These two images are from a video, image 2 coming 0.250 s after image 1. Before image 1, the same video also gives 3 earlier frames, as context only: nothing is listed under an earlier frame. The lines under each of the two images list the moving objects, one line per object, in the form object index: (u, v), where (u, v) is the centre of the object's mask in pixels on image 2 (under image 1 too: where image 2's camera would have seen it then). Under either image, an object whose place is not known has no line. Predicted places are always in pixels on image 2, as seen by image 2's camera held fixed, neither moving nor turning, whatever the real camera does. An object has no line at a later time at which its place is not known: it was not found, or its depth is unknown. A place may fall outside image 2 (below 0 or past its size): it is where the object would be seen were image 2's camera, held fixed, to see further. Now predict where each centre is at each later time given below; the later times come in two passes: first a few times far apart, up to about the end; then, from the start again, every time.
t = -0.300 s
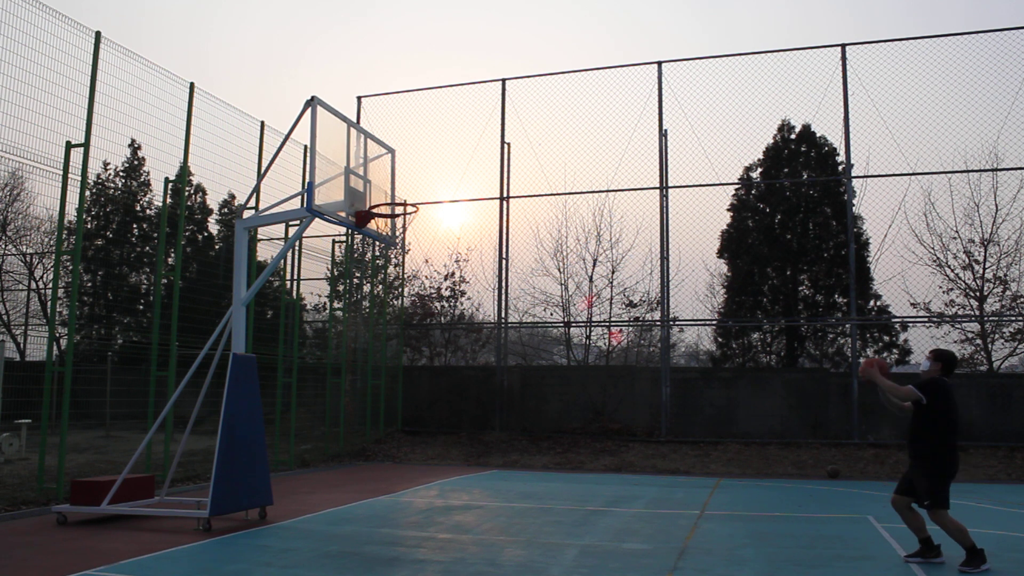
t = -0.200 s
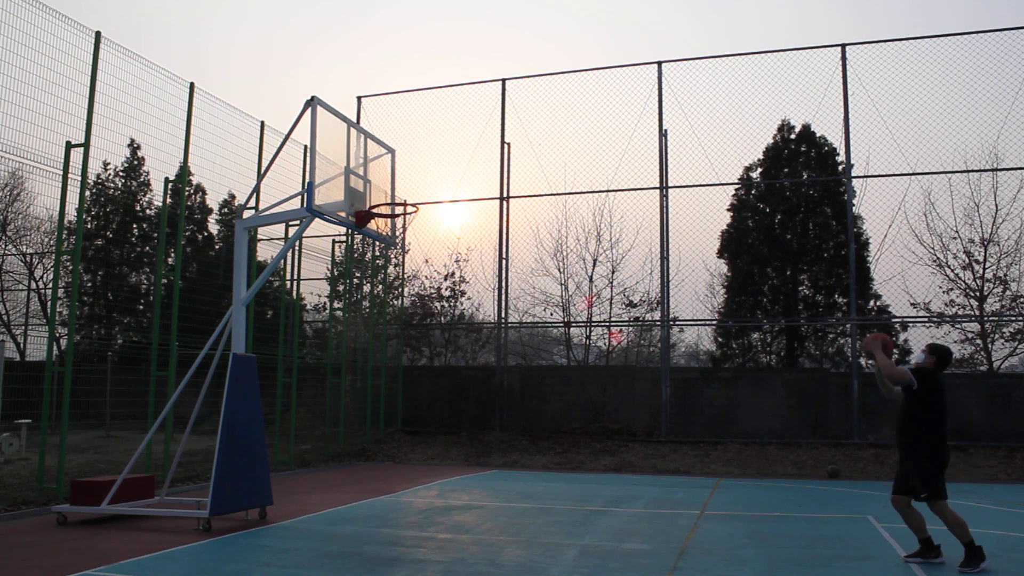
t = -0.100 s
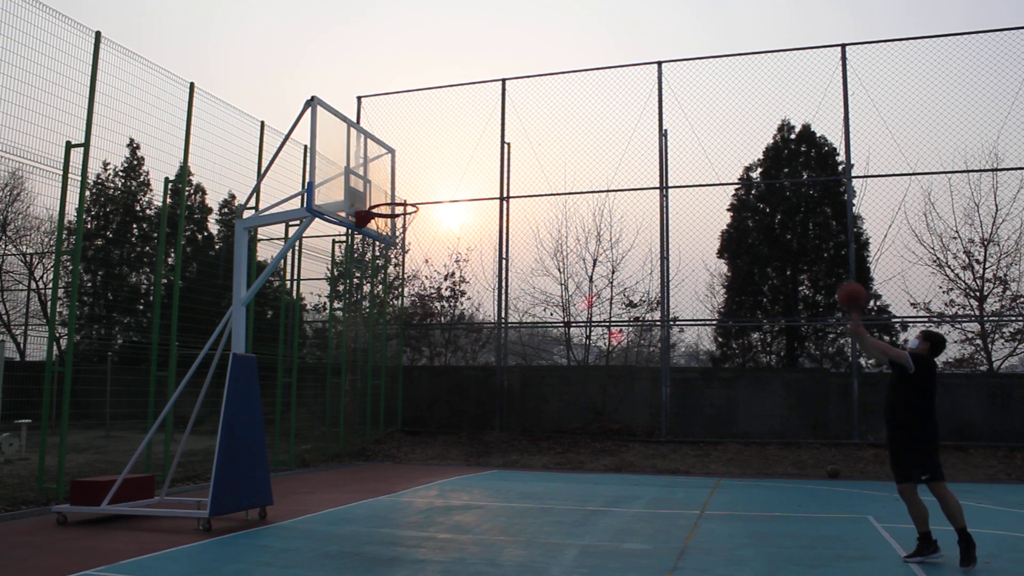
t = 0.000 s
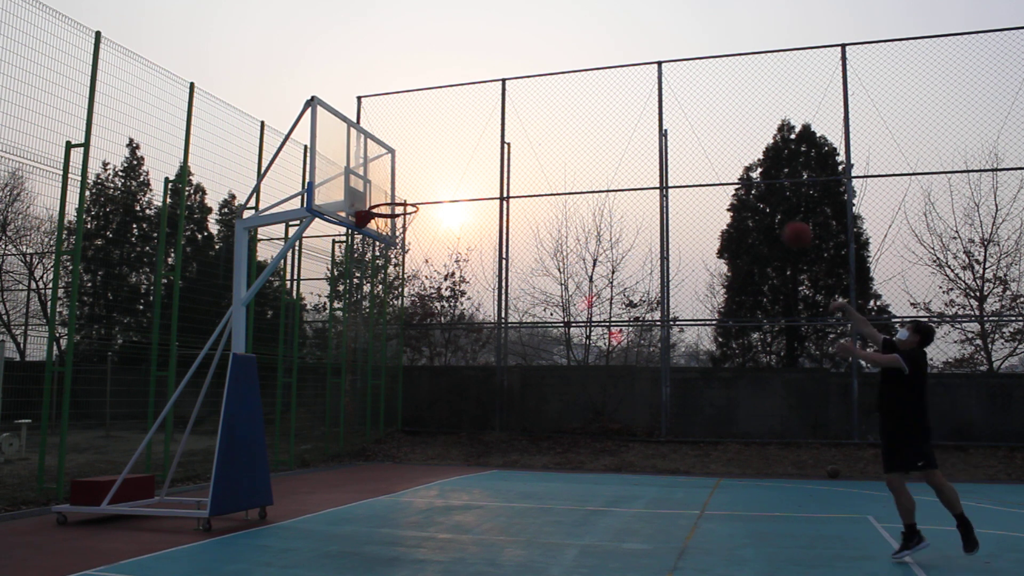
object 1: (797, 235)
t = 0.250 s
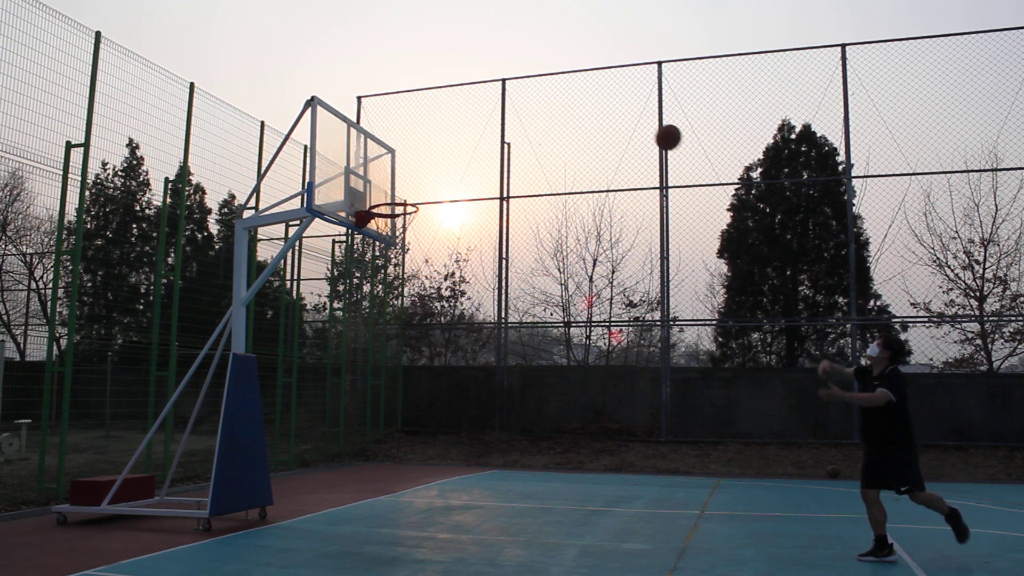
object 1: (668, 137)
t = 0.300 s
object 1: (643, 126)
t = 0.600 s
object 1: (503, 116)
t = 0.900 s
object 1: (370, 195)
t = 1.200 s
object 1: (399, 158)
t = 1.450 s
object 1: (437, 193)
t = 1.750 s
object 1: (483, 331)
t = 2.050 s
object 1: (526, 501)
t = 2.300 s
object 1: (521, 354)
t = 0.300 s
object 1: (643, 126)
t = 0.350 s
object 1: (619, 118)
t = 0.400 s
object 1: (595, 112)
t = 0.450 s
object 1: (572, 109)
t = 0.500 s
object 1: (548, 109)
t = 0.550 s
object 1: (526, 111)
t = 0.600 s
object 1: (503, 116)
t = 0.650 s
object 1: (480, 123)
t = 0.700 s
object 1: (458, 133)
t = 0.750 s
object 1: (436, 145)
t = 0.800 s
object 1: (413, 159)
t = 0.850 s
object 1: (391, 176)
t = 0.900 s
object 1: (370, 195)
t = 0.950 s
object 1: (361, 186)
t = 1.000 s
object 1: (369, 176)
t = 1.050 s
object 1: (377, 168)
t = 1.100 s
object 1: (385, 162)
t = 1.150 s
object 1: (392, 159)
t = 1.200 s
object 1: (399, 158)
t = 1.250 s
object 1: (407, 160)
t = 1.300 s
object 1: (414, 164)
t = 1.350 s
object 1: (422, 171)
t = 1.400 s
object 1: (429, 181)
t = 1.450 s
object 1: (437, 193)
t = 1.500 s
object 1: (444, 208)
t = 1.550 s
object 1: (452, 226)
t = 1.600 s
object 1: (459, 247)
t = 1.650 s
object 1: (467, 271)
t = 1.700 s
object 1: (475, 299)
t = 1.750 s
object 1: (483, 331)
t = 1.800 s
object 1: (492, 365)
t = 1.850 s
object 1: (500, 402)
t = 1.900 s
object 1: (509, 447)
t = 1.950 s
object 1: (518, 492)
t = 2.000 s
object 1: (526, 538)
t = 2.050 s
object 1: (526, 501)
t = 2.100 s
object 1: (525, 466)
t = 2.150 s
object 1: (525, 432)
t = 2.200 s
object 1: (524, 403)
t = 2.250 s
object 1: (522, 377)
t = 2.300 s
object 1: (521, 354)
